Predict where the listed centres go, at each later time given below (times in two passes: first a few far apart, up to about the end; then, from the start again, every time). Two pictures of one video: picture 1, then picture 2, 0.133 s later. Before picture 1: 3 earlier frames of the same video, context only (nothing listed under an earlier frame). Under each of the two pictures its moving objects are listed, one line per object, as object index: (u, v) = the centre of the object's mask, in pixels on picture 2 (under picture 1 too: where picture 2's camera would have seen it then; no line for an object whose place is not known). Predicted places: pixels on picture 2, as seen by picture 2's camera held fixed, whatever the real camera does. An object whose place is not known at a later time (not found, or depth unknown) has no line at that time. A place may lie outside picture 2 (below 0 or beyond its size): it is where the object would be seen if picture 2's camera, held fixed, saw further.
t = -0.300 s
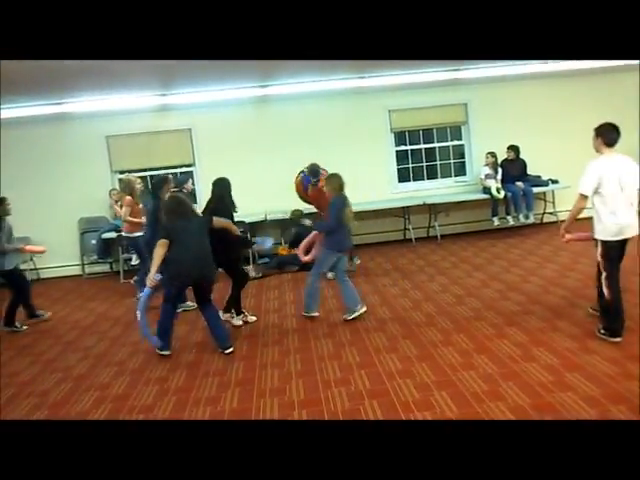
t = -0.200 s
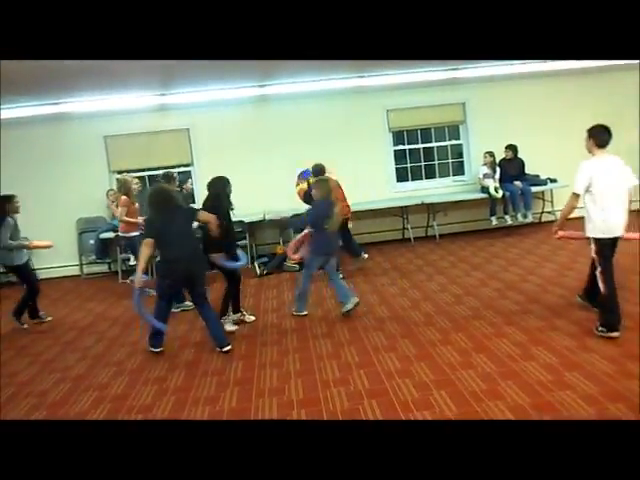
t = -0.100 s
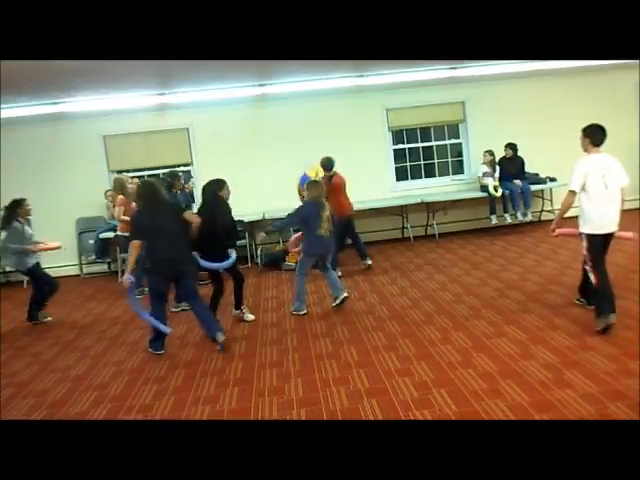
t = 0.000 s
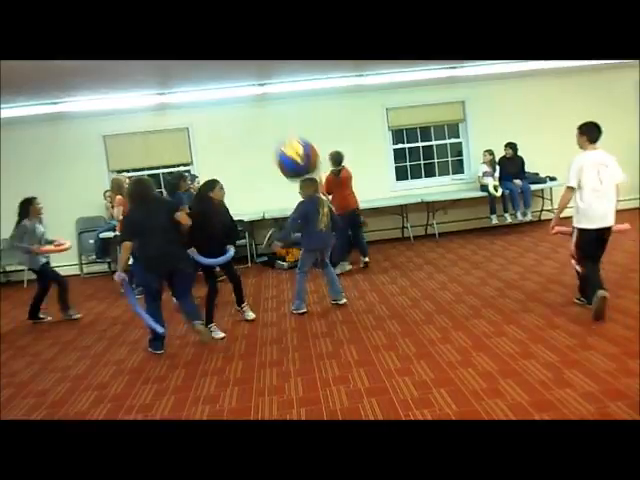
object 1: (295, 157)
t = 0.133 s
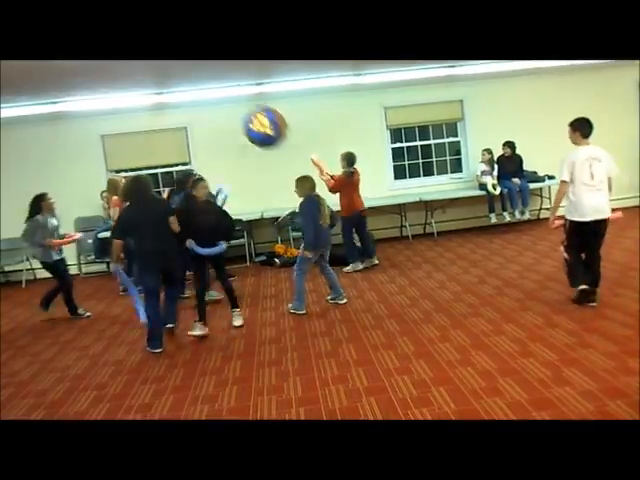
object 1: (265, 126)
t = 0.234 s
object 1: (244, 113)
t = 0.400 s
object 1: (232, 130)
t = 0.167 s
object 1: (257, 121)
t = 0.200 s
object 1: (251, 116)
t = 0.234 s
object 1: (244, 113)
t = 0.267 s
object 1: (239, 112)
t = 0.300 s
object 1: (237, 115)
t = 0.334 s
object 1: (235, 119)
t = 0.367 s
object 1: (233, 125)
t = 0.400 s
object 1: (232, 130)
